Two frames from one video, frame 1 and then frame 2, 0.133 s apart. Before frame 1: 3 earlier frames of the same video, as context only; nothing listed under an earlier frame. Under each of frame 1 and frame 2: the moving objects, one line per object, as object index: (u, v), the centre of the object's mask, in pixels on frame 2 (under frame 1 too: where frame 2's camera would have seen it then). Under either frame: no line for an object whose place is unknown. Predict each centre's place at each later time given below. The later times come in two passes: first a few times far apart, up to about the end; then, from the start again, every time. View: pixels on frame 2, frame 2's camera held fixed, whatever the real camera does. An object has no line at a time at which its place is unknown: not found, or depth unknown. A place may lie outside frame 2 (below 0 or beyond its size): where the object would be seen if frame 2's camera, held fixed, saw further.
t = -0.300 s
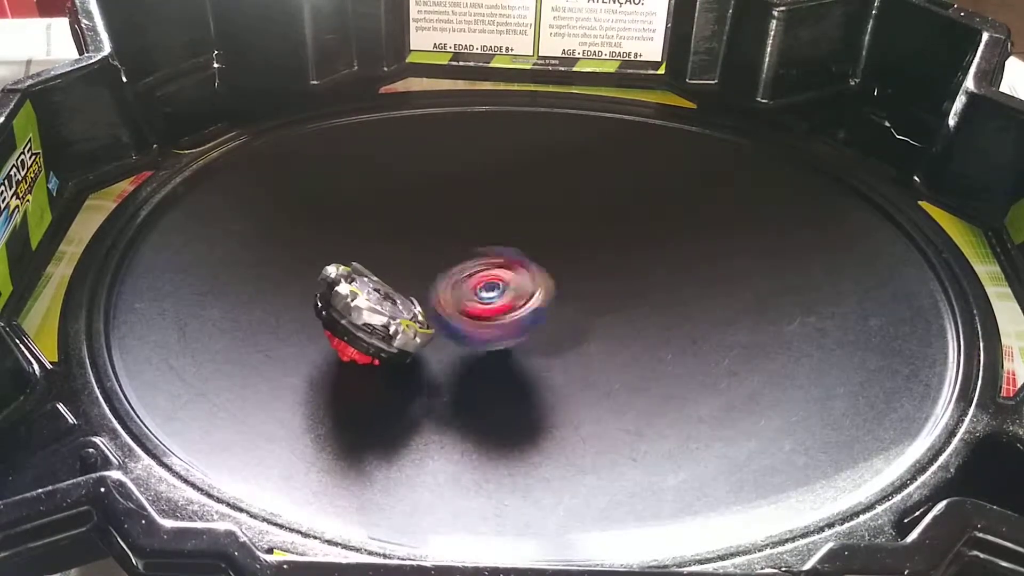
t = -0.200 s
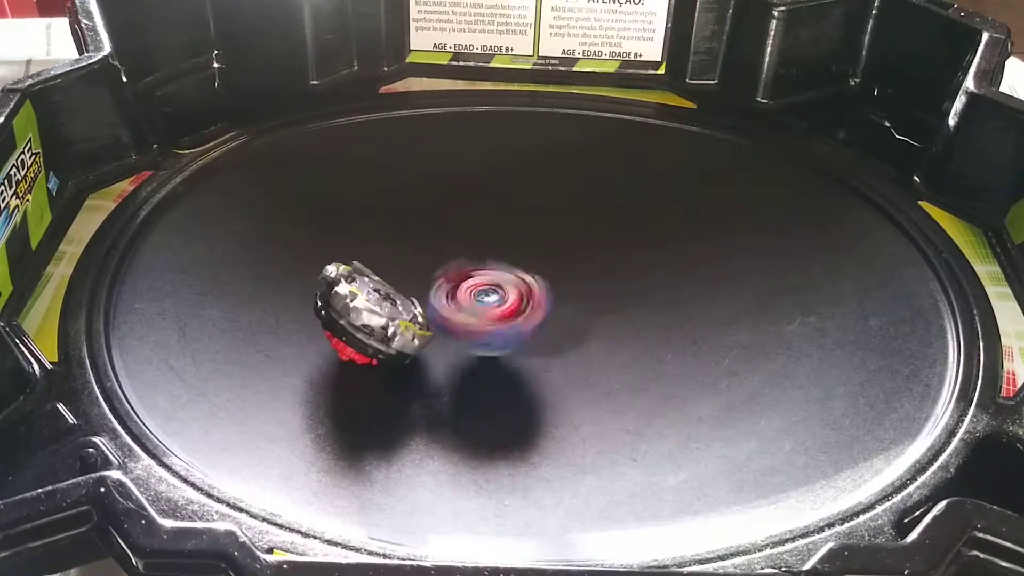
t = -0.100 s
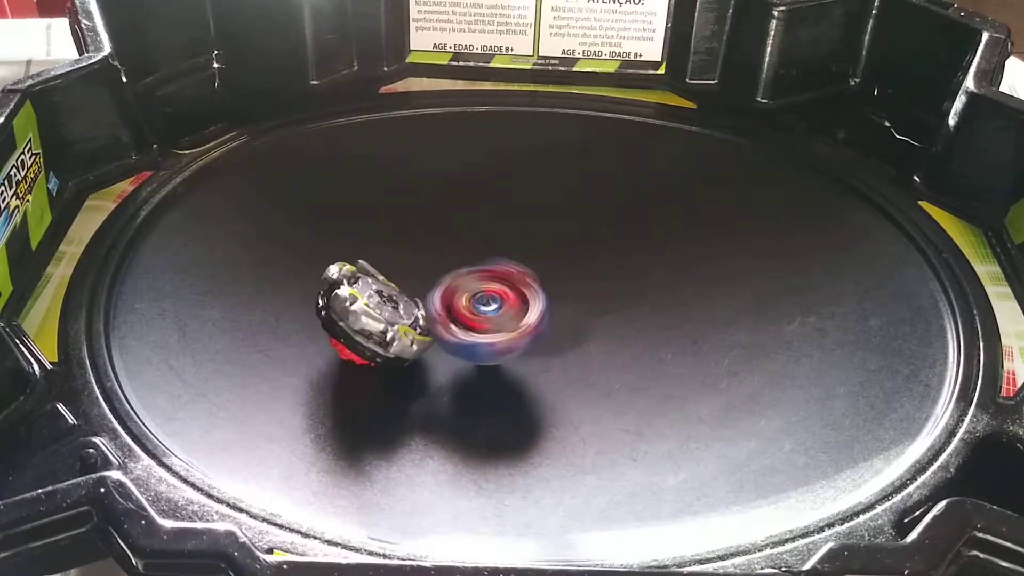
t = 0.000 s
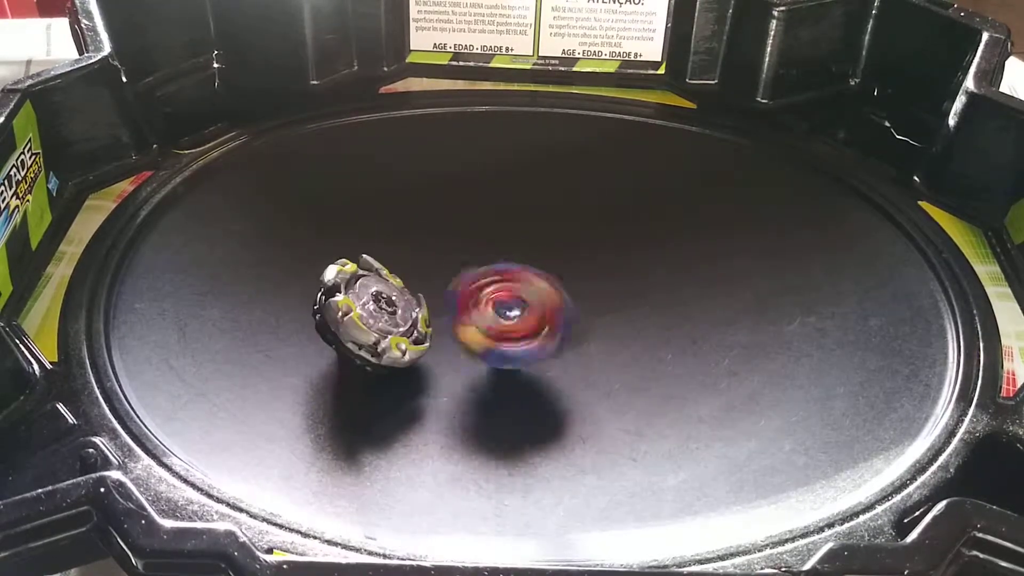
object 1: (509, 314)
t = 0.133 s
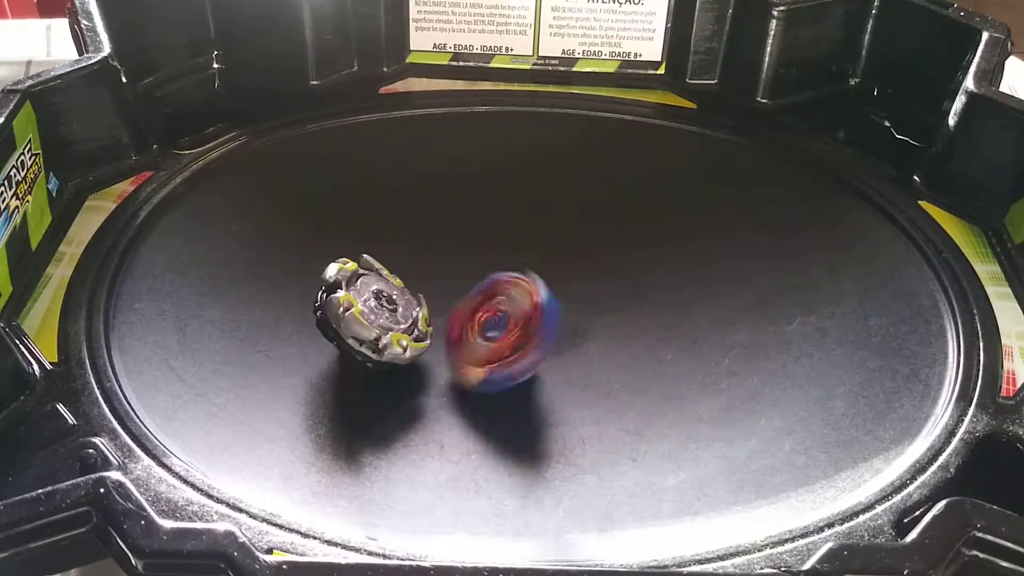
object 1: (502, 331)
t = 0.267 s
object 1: (507, 335)
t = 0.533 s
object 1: (525, 324)
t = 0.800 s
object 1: (518, 305)
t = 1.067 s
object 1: (479, 295)
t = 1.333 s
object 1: (486, 295)
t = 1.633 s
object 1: (487, 295)
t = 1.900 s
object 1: (480, 295)
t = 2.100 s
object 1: (483, 295)
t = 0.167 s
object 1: (498, 333)
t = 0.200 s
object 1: (497, 334)
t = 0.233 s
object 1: (497, 335)
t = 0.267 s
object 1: (507, 335)
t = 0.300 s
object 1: (513, 335)
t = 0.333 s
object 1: (519, 333)
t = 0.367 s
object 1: (521, 332)
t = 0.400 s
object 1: (523, 331)
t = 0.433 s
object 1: (521, 328)
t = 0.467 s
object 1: (522, 327)
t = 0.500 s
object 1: (524, 325)
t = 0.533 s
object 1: (525, 324)
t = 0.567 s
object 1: (525, 323)
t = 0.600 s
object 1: (525, 321)
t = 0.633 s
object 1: (525, 318)
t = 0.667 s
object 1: (525, 316)
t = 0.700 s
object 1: (524, 314)
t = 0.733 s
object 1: (524, 311)
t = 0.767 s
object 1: (521, 308)
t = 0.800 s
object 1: (518, 305)
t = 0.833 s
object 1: (514, 302)
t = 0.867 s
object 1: (509, 300)
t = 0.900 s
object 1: (504, 298)
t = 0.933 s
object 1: (499, 296)
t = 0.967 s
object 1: (494, 295)
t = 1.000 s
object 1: (488, 295)
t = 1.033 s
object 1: (482, 295)
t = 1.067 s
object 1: (479, 295)
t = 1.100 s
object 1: (479, 295)
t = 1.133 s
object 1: (479, 295)
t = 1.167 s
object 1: (480, 295)
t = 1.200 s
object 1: (481, 295)
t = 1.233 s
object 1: (482, 295)
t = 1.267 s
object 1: (484, 295)
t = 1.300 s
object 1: (485, 295)
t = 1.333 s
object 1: (486, 295)
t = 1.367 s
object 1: (488, 295)
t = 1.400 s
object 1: (489, 295)
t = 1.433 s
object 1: (488, 295)
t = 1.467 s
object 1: (489, 295)
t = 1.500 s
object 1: (489, 295)
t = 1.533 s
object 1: (489, 295)
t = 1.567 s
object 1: (489, 295)
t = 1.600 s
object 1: (488, 295)
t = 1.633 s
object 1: (487, 295)
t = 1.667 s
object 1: (486, 295)
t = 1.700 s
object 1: (485, 295)
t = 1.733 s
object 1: (484, 295)
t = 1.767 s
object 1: (482, 295)
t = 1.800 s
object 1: (482, 295)
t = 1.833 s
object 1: (481, 295)
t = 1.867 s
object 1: (481, 295)
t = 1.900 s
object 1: (480, 295)
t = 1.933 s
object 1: (480, 295)
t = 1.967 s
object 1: (480, 295)
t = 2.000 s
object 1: (480, 295)
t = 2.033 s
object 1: (481, 295)
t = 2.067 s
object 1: (482, 295)
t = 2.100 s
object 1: (483, 295)
